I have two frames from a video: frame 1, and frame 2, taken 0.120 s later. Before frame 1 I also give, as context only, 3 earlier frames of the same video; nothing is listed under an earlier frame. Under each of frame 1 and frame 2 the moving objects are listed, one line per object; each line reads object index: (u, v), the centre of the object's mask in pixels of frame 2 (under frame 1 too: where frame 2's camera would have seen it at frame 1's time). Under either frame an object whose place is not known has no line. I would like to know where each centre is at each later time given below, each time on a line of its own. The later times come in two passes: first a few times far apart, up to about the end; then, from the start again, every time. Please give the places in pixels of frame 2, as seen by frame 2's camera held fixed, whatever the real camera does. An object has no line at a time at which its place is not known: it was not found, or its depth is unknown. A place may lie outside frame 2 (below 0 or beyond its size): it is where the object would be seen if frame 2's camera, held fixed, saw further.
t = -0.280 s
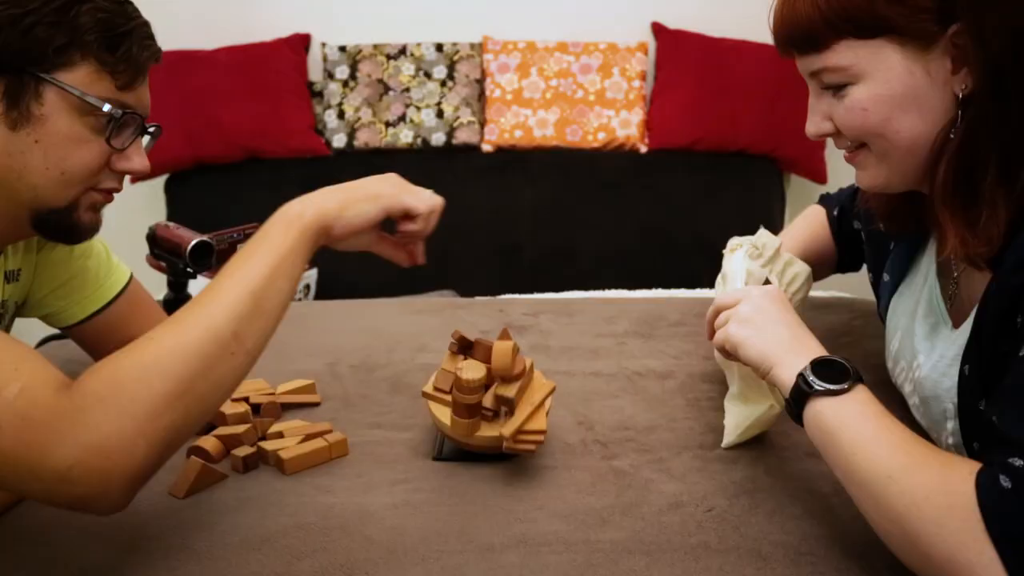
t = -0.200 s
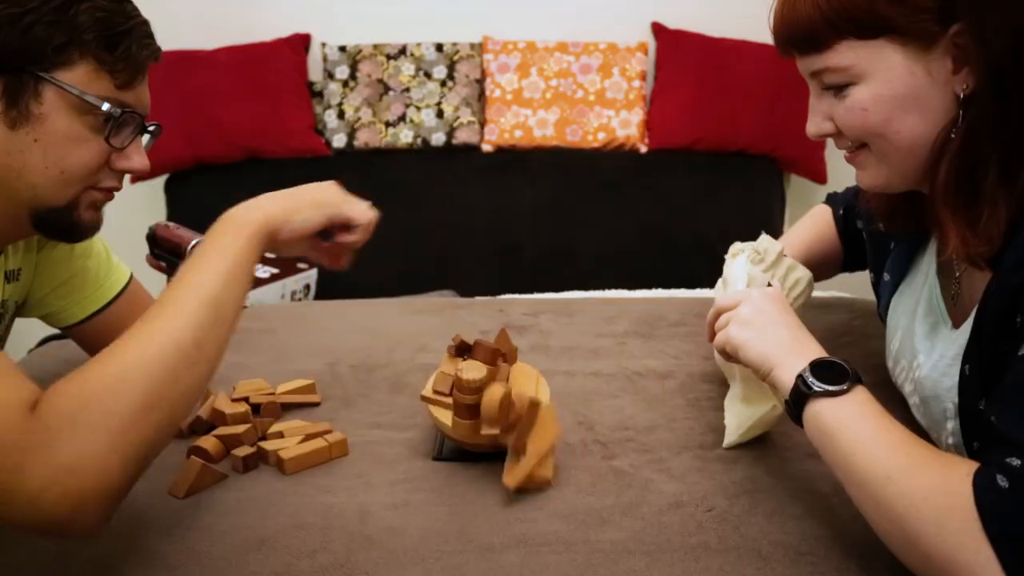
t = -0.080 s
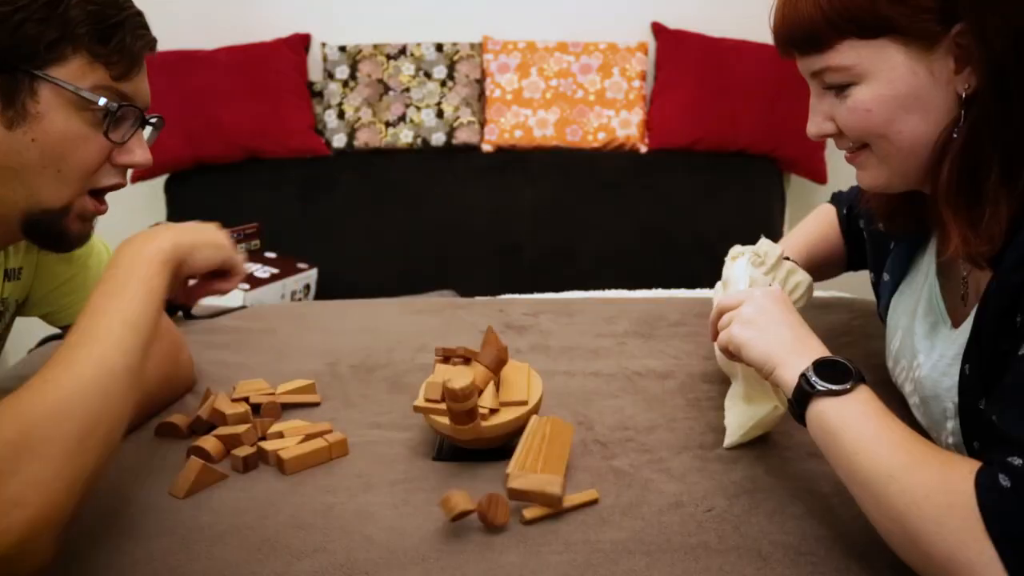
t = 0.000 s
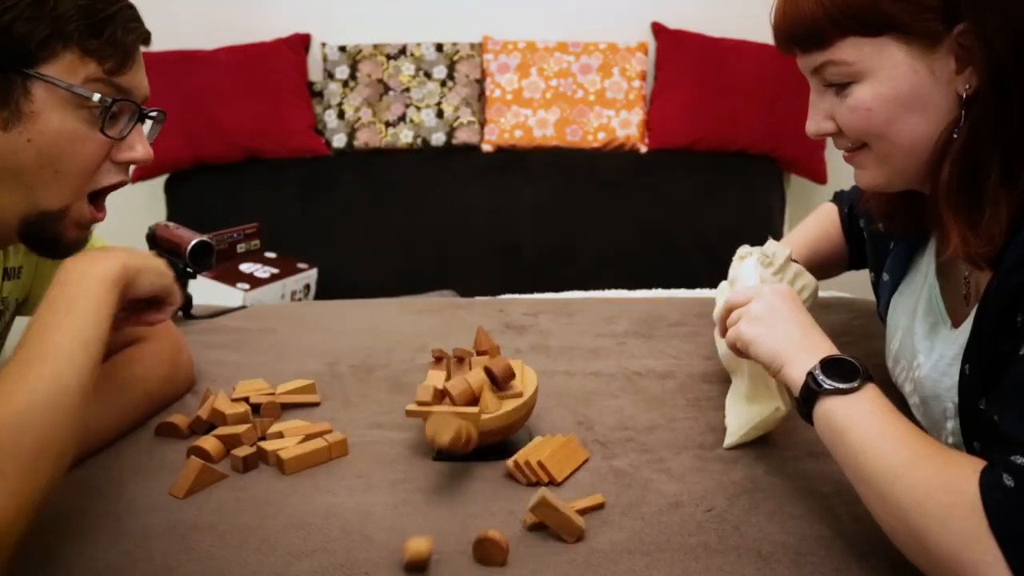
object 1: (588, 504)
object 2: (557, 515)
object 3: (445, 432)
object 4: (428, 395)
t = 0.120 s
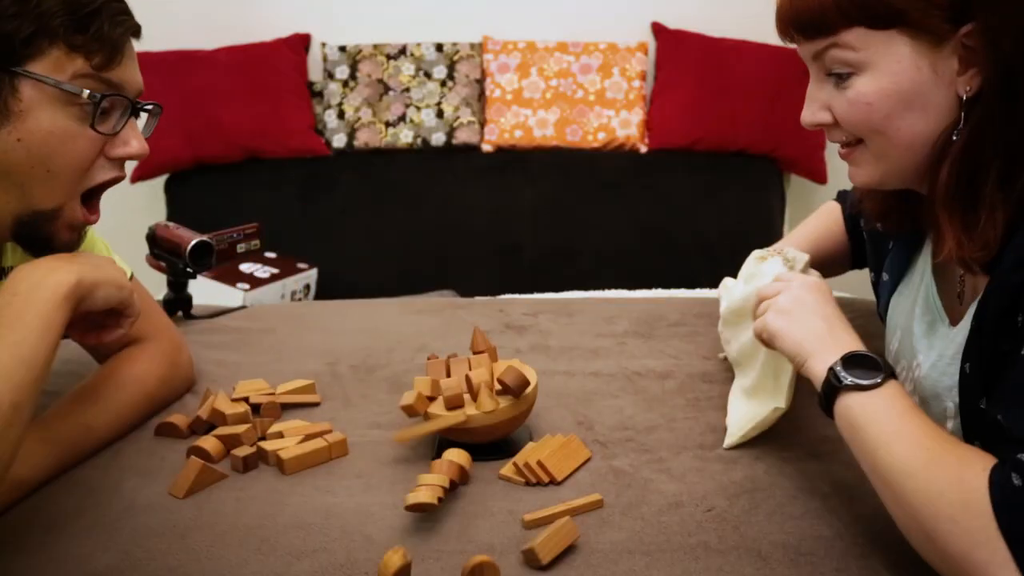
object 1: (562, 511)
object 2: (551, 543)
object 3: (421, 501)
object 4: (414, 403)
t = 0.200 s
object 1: (562, 511)
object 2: (561, 548)
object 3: (410, 544)
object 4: (403, 443)
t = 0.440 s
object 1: (562, 511)
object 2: (559, 547)
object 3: (413, 551)
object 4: (358, 462)
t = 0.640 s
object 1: (562, 511)
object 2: (559, 547)
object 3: (413, 551)
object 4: (355, 464)
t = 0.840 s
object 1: (562, 511)
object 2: (559, 547)
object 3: (413, 551)
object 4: (354, 464)
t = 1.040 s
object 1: (562, 511)
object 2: (559, 547)
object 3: (413, 551)
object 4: (354, 464)
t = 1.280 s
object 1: (562, 511)
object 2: (559, 547)
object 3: (413, 551)
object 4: (354, 464)
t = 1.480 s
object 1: (562, 511)
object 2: (559, 547)
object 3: (413, 551)
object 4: (354, 464)
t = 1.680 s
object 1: (562, 511)
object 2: (559, 547)
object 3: (413, 551)
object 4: (354, 464)
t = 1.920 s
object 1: (562, 511)
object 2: (559, 547)
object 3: (413, 551)
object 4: (354, 464)
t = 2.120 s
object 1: (562, 511)
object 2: (559, 547)
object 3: (413, 551)
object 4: (354, 464)
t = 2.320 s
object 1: (562, 511)
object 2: (559, 547)
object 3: (413, 551)
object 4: (354, 464)
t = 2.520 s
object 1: (562, 511)
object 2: (559, 547)
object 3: (413, 551)
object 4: (354, 464)
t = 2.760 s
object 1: (562, 511)
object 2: (559, 547)
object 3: (413, 551)
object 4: (354, 464)
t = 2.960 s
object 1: (562, 511)
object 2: (559, 547)
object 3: (413, 551)
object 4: (354, 464)
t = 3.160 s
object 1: (562, 511)
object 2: (559, 547)
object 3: (413, 551)
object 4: (354, 464)
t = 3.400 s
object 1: (562, 511)
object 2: (559, 547)
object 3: (413, 551)
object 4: (354, 464)
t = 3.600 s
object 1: (562, 511)
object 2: (559, 547)
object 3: (413, 551)
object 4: (354, 464)
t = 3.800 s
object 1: (562, 511)
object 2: (559, 547)
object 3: (413, 551)
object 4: (354, 464)
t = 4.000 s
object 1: (562, 511)
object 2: (559, 547)
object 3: (413, 551)
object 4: (354, 464)
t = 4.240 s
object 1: (562, 511)
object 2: (559, 547)
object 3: (413, 551)
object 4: (354, 464)
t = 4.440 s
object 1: (562, 511)
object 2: (559, 547)
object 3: (413, 551)
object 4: (354, 464)
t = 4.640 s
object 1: (562, 511)
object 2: (559, 547)
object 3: (413, 551)
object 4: (354, 464)
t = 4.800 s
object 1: (562, 511)
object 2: (559, 547)
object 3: (413, 551)
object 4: (354, 464)
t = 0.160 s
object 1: (562, 511)
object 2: (556, 544)
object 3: (415, 512)
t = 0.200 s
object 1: (562, 511)
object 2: (561, 548)
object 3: (410, 544)
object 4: (403, 443)
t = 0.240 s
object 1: (562, 511)
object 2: (561, 548)
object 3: (413, 553)
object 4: (397, 447)
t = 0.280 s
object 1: (562, 511)
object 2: (558, 547)
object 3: (416, 549)
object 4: (391, 448)
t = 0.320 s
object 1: (562, 511)
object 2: (558, 547)
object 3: (414, 550)
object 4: (383, 457)
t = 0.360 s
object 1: (562, 511)
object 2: (559, 547)
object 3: (413, 550)
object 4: (372, 463)
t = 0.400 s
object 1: (562, 511)
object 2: (559, 547)
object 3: (413, 551)
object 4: (365, 461)
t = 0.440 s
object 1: (562, 511)
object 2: (559, 547)
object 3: (413, 551)
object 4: (358, 462)
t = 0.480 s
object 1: (562, 511)
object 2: (559, 547)
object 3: (413, 551)
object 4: (351, 464)
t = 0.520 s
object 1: (562, 511)
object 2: (559, 547)
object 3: (413, 551)
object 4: (350, 463)
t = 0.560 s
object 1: (562, 511)
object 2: (559, 547)
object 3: (413, 551)
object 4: (352, 464)
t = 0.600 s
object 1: (562, 511)
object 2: (559, 547)
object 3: (413, 551)
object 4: (356, 464)
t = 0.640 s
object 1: (562, 511)
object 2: (559, 547)
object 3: (413, 551)
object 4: (355, 464)
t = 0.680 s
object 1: (562, 511)
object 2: (559, 547)
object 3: (413, 551)
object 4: (354, 464)
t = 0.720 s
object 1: (562, 511)
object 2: (559, 547)
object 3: (413, 551)
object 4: (354, 464)
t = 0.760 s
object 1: (562, 511)
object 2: (559, 547)
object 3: (413, 551)
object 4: (354, 464)
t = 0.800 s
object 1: (562, 511)
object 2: (559, 547)
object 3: (413, 551)
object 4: (354, 464)
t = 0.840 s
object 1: (562, 511)
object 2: (559, 547)
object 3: (413, 551)
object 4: (354, 464)
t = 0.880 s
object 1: (562, 511)
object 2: (559, 547)
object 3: (413, 551)
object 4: (354, 464)
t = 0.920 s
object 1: (562, 511)
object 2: (559, 547)
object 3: (413, 551)
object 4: (354, 464)
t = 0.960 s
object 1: (562, 511)
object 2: (559, 547)
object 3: (413, 551)
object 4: (354, 464)
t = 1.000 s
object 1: (562, 511)
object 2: (559, 547)
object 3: (413, 551)
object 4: (354, 464)
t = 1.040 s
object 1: (562, 511)
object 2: (559, 547)
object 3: (413, 551)
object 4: (354, 464)
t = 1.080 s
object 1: (562, 511)
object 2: (559, 547)
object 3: (413, 551)
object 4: (354, 464)
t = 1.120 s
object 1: (562, 511)
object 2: (559, 547)
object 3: (413, 551)
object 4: (354, 464)
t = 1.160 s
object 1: (562, 511)
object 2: (559, 547)
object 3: (413, 551)
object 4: (354, 464)
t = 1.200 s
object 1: (562, 511)
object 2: (559, 547)
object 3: (413, 551)
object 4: (354, 464)
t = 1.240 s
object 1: (562, 511)
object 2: (559, 547)
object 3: (413, 551)
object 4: (354, 464)
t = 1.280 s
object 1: (562, 511)
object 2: (559, 547)
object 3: (413, 551)
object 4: (354, 464)
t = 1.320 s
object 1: (562, 511)
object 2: (559, 547)
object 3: (413, 551)
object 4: (354, 464)
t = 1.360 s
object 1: (562, 511)
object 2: (559, 547)
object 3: (413, 551)
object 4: (354, 464)
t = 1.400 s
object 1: (562, 511)
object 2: (559, 547)
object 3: (413, 551)
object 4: (354, 464)
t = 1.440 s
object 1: (562, 511)
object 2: (559, 547)
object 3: (413, 551)
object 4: (354, 464)
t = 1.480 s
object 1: (562, 511)
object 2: (559, 547)
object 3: (413, 551)
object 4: (354, 464)
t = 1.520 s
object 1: (562, 511)
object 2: (559, 547)
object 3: (413, 551)
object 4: (354, 464)
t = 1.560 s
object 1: (562, 511)
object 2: (559, 547)
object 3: (413, 551)
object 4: (354, 464)
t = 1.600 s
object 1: (562, 511)
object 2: (559, 547)
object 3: (413, 551)
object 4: (354, 464)
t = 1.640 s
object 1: (562, 511)
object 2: (559, 547)
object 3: (413, 551)
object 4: (354, 464)
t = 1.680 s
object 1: (562, 511)
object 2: (559, 547)
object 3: (413, 551)
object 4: (354, 464)
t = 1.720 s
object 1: (562, 511)
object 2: (559, 547)
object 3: (413, 551)
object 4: (354, 464)
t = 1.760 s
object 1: (562, 511)
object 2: (559, 547)
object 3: (413, 551)
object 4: (354, 464)
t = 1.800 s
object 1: (562, 511)
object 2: (559, 547)
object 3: (413, 551)
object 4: (354, 464)
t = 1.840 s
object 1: (562, 511)
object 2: (559, 547)
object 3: (413, 551)
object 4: (354, 464)
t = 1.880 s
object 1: (562, 511)
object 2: (559, 547)
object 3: (413, 551)
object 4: (354, 464)
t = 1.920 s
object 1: (562, 511)
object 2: (559, 547)
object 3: (413, 551)
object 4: (354, 464)
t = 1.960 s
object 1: (562, 511)
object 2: (559, 547)
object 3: (413, 551)
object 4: (354, 464)
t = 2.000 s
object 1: (562, 511)
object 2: (559, 547)
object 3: (413, 551)
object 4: (354, 464)
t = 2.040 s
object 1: (562, 511)
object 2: (559, 547)
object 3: (413, 551)
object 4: (354, 464)
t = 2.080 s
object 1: (562, 511)
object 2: (559, 547)
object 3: (413, 551)
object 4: (354, 464)
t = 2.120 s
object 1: (562, 511)
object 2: (559, 547)
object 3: (413, 551)
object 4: (354, 464)
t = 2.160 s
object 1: (562, 511)
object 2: (559, 547)
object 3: (413, 551)
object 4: (354, 464)
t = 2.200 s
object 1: (562, 511)
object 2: (559, 547)
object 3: (413, 551)
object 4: (354, 464)
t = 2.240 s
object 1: (562, 511)
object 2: (559, 547)
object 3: (413, 551)
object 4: (354, 464)
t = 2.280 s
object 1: (562, 511)
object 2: (559, 547)
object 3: (413, 551)
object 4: (354, 464)
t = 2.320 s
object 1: (562, 511)
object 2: (559, 547)
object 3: (413, 551)
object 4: (354, 464)
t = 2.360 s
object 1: (562, 511)
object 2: (559, 547)
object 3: (413, 551)
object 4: (354, 464)
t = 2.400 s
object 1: (562, 511)
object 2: (559, 547)
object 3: (413, 551)
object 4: (354, 464)
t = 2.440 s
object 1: (562, 511)
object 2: (559, 547)
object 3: (413, 551)
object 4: (354, 464)
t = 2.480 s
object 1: (562, 511)
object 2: (559, 547)
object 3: (413, 551)
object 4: (354, 464)
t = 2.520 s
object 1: (562, 511)
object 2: (559, 547)
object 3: (413, 551)
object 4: (354, 464)
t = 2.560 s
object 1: (562, 511)
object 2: (559, 547)
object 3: (413, 551)
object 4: (354, 464)
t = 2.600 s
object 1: (562, 511)
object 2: (559, 547)
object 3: (413, 551)
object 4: (354, 464)
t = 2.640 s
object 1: (562, 511)
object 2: (559, 547)
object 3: (413, 551)
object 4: (354, 464)
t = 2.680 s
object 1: (562, 511)
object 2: (559, 547)
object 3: (413, 551)
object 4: (354, 464)
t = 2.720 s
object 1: (562, 511)
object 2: (559, 547)
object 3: (413, 551)
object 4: (354, 464)
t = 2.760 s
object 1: (562, 511)
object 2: (559, 547)
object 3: (413, 551)
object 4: (354, 464)
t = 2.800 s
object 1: (562, 511)
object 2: (559, 547)
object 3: (413, 551)
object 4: (354, 464)
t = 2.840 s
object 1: (562, 511)
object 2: (559, 547)
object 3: (413, 551)
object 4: (354, 464)
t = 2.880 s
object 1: (562, 511)
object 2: (559, 547)
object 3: (413, 551)
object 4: (354, 464)
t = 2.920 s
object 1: (562, 511)
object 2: (559, 547)
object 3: (413, 551)
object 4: (354, 464)
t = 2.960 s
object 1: (562, 511)
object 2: (559, 547)
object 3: (413, 551)
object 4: (354, 464)
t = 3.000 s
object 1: (562, 511)
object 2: (559, 547)
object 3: (413, 551)
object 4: (354, 464)
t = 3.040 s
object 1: (562, 511)
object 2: (559, 547)
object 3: (413, 551)
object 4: (354, 464)
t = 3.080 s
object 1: (562, 511)
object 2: (559, 547)
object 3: (413, 551)
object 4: (354, 464)
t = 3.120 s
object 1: (562, 511)
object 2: (559, 547)
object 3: (413, 551)
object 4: (354, 464)
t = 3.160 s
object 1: (562, 511)
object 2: (559, 547)
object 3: (413, 551)
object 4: (354, 464)
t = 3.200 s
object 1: (562, 511)
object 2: (559, 547)
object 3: (413, 551)
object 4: (354, 464)
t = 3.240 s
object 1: (562, 511)
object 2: (559, 547)
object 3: (413, 551)
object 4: (354, 464)
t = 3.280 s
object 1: (562, 511)
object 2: (559, 547)
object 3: (413, 551)
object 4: (354, 464)
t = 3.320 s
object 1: (562, 511)
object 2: (559, 547)
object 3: (413, 551)
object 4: (354, 464)
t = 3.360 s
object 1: (562, 511)
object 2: (559, 547)
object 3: (412, 551)
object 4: (354, 464)
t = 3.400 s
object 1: (562, 511)
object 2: (559, 547)
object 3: (413, 551)
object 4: (354, 464)
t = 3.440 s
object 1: (562, 511)
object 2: (559, 547)
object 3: (413, 551)
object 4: (354, 464)
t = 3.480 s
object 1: (562, 511)
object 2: (559, 547)
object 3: (413, 551)
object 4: (354, 464)
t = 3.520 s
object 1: (562, 511)
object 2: (559, 547)
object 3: (413, 551)
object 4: (354, 464)
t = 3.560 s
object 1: (562, 511)
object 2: (559, 547)
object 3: (413, 551)
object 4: (354, 464)
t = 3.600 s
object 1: (562, 511)
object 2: (559, 547)
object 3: (413, 551)
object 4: (354, 464)
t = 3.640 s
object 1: (562, 511)
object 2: (559, 547)
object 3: (413, 551)
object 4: (354, 464)
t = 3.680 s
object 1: (562, 511)
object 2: (559, 547)
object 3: (413, 551)
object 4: (354, 464)
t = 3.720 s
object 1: (562, 511)
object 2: (559, 547)
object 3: (413, 551)
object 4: (354, 464)
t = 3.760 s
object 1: (562, 511)
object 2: (559, 547)
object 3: (413, 551)
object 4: (354, 464)
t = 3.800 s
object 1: (562, 511)
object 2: (559, 547)
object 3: (413, 551)
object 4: (354, 464)
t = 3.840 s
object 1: (562, 511)
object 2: (559, 547)
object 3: (413, 551)
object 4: (354, 464)
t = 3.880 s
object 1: (562, 511)
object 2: (559, 547)
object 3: (413, 551)
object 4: (354, 464)
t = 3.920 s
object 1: (562, 511)
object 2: (559, 547)
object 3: (413, 551)
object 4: (354, 464)
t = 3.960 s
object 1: (562, 511)
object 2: (559, 547)
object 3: (413, 551)
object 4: (354, 464)
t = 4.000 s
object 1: (562, 511)
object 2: (559, 547)
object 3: (413, 551)
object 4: (354, 464)
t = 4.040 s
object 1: (562, 511)
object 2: (559, 547)
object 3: (413, 551)
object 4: (354, 464)
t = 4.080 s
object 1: (562, 511)
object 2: (559, 547)
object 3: (413, 551)
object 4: (354, 464)
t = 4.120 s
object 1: (562, 511)
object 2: (559, 547)
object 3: (413, 551)
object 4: (354, 464)
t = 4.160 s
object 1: (562, 511)
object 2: (559, 547)
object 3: (413, 551)
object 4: (354, 464)
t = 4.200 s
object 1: (562, 511)
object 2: (559, 547)
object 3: (413, 551)
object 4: (354, 464)
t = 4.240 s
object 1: (562, 511)
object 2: (559, 547)
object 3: (413, 551)
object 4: (354, 464)
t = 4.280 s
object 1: (562, 511)
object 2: (559, 547)
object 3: (413, 551)
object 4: (354, 464)
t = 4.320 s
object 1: (562, 511)
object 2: (559, 547)
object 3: (413, 551)
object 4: (354, 464)
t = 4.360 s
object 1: (562, 511)
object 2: (559, 547)
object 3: (413, 551)
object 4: (354, 464)
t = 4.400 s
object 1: (562, 511)
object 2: (559, 547)
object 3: (413, 551)
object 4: (354, 464)
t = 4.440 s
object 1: (562, 511)
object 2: (559, 547)
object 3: (413, 551)
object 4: (354, 464)
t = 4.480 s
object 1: (562, 511)
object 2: (559, 547)
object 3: (413, 551)
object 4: (354, 464)
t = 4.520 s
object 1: (562, 511)
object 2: (559, 547)
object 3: (413, 551)
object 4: (354, 464)
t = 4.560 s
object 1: (562, 511)
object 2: (559, 547)
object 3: (413, 551)
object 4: (354, 464)
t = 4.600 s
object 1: (562, 511)
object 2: (559, 547)
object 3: (413, 551)
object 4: (354, 464)
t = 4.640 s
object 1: (562, 511)
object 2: (559, 547)
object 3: (413, 551)
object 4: (354, 464)
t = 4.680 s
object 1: (562, 511)
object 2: (559, 547)
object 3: (413, 551)
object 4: (354, 464)
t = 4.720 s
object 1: (562, 511)
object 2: (559, 547)
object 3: (413, 551)
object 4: (354, 464)
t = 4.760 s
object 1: (562, 511)
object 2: (559, 547)
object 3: (413, 551)
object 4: (354, 464)
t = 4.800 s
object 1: (562, 511)
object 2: (559, 547)
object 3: (413, 551)
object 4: (354, 464)
